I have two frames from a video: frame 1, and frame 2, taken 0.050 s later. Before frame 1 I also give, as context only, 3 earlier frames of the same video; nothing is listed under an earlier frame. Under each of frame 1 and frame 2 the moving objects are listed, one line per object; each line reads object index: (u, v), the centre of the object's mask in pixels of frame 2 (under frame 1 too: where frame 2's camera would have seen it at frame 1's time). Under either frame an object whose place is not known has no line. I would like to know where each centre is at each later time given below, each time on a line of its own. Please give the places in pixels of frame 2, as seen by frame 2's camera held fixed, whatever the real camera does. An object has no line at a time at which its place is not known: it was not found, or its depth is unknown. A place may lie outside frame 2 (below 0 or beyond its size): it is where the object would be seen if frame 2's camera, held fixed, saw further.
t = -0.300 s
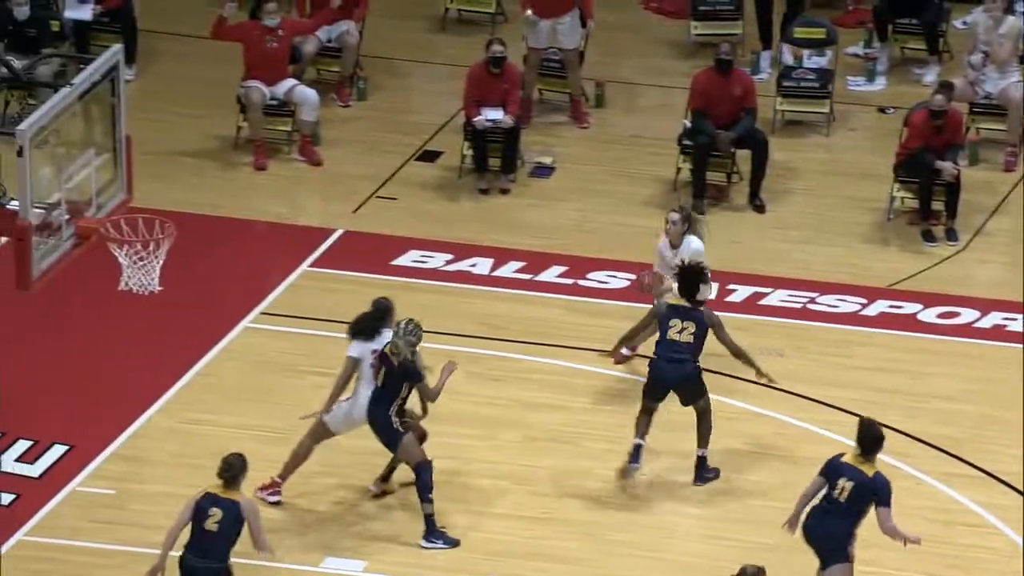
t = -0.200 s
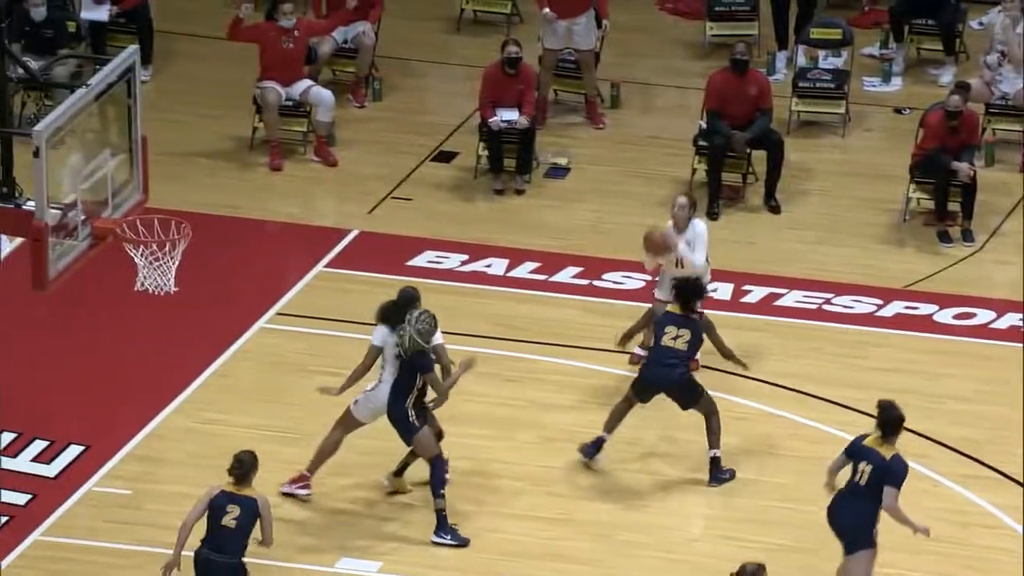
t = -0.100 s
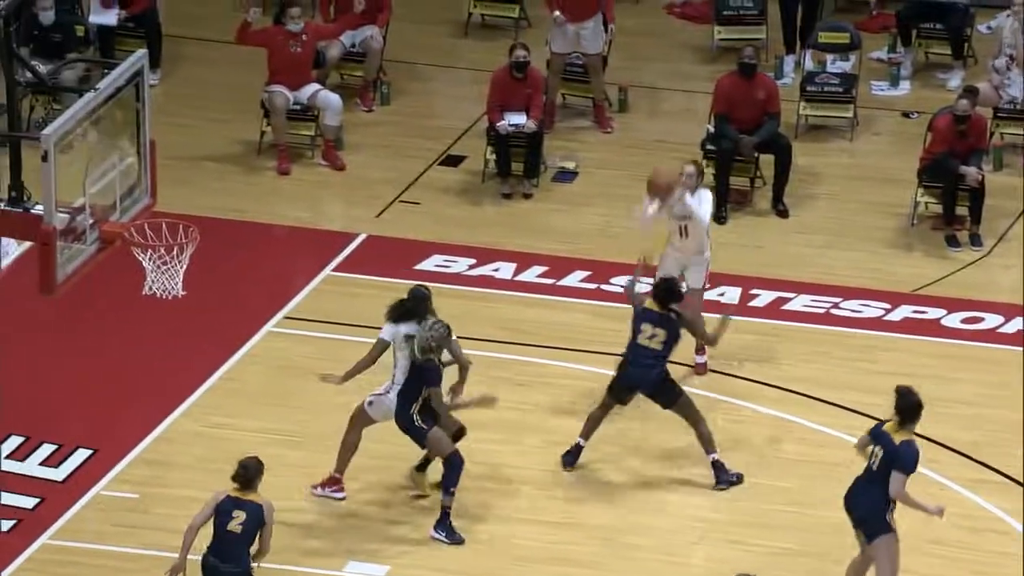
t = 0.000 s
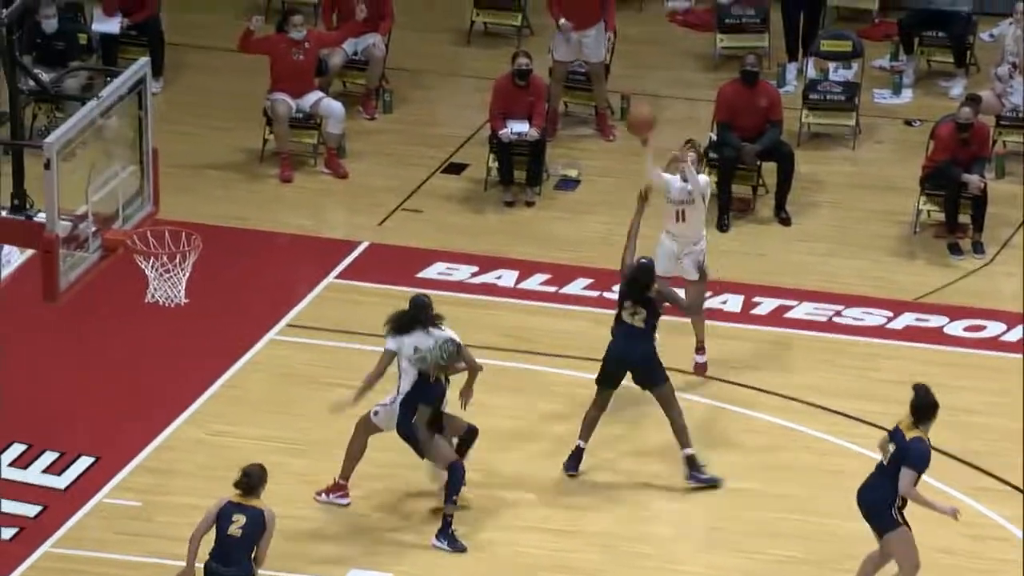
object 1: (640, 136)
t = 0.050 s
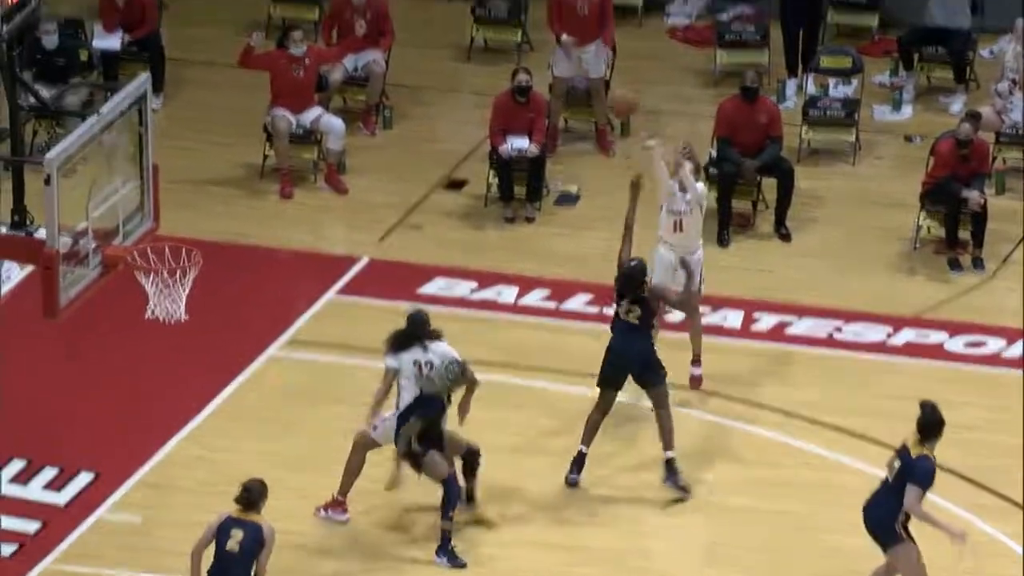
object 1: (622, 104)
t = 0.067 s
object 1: (617, 91)
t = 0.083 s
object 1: (610, 79)
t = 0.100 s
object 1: (602, 73)
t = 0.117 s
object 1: (596, 63)
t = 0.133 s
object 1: (591, 53)
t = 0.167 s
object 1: (579, 35)
